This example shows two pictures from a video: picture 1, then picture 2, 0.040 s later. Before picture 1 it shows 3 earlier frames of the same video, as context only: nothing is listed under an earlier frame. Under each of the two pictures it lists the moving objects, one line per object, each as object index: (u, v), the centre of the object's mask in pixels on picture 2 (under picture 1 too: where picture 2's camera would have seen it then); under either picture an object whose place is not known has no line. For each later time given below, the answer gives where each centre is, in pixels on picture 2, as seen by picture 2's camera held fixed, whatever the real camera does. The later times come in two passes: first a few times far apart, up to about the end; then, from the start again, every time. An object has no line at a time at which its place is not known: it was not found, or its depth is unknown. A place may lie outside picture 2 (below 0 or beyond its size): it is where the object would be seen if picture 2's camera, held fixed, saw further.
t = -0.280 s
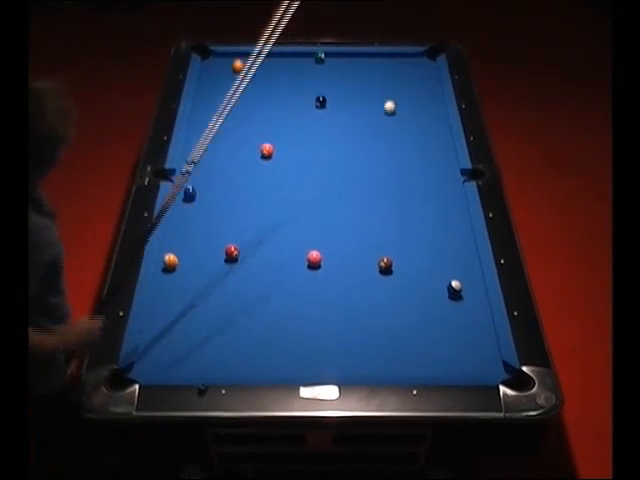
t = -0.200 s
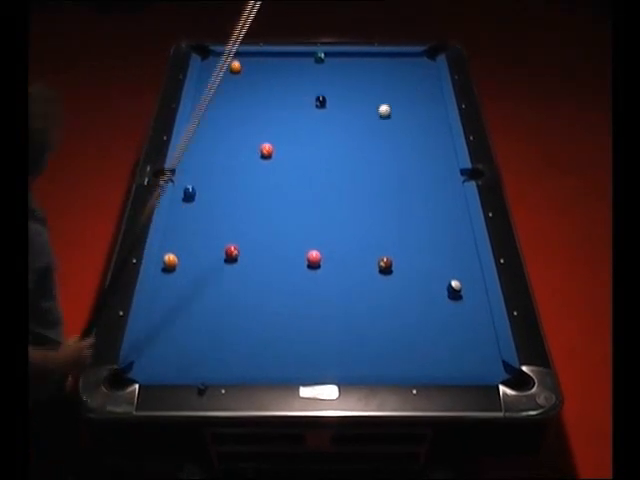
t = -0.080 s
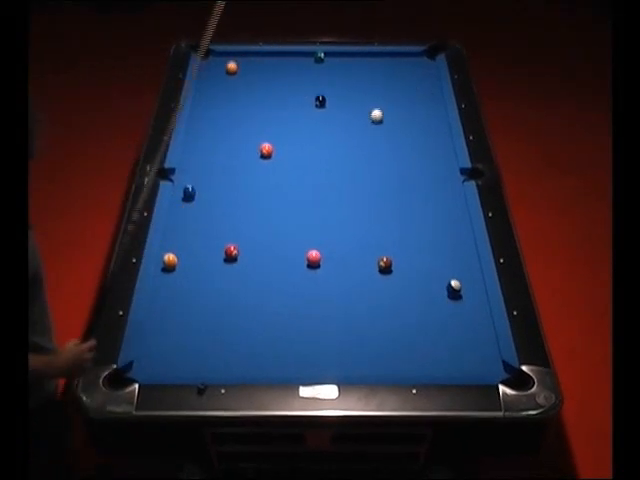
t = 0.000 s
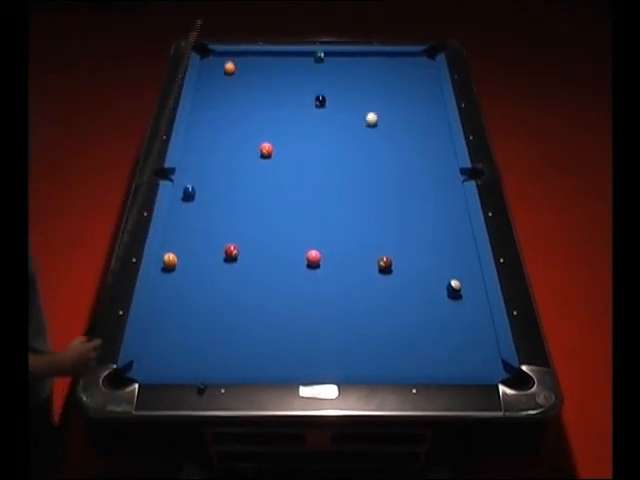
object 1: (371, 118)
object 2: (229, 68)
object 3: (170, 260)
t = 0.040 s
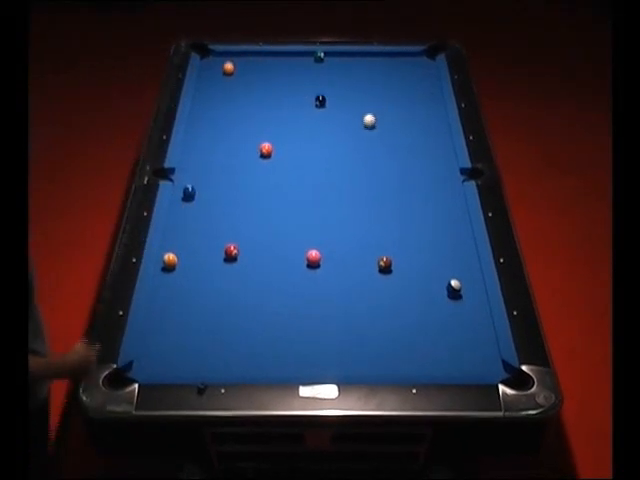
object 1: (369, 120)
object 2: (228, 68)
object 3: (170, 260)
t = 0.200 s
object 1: (359, 127)
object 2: (224, 69)
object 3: (170, 260)
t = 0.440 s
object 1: (344, 138)
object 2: (219, 71)
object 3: (169, 260)
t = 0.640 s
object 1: (331, 146)
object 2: (215, 72)
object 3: (170, 260)
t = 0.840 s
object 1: (319, 155)
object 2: (211, 73)
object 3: (170, 260)
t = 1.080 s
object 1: (305, 165)
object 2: (208, 74)
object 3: (170, 260)
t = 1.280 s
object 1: (292, 174)
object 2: (206, 75)
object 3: (170, 260)
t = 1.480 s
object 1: (280, 182)
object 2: (204, 75)
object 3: (170, 260)
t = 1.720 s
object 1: (265, 192)
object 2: (203, 75)
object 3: (170, 260)
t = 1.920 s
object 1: (253, 200)
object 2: (202, 76)
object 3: (170, 260)
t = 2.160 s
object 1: (240, 210)
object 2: (202, 76)
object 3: (170, 260)
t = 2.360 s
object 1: (228, 218)
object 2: (202, 76)
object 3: (170, 260)
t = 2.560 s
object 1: (217, 225)
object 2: (202, 76)
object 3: (170, 260)
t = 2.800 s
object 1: (204, 234)
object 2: (202, 76)
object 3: (170, 260)
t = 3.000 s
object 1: (193, 241)
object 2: (202, 76)
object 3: (170, 260)
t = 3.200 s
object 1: (184, 247)
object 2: (202, 76)
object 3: (170, 259)
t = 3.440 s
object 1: (175, 251)
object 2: (202, 76)
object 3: (167, 262)
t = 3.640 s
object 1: (171, 253)
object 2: (202, 76)
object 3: (163, 266)
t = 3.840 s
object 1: (167, 254)
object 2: (198, 76)
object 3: (160, 270)
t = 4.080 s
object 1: (165, 254)
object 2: (200, 76)
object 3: (162, 273)
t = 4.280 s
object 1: (164, 254)
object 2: (200, 75)
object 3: (163, 275)
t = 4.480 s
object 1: (164, 254)
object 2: (201, 76)
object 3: (163, 277)
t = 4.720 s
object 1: (165, 254)
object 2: (201, 76)
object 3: (164, 279)
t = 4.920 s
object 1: (165, 254)
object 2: (201, 76)
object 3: (165, 280)
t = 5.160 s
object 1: (165, 254)
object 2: (201, 76)
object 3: (165, 280)
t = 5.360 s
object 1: (165, 254)
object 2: (201, 76)
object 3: (165, 280)
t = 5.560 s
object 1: (165, 254)
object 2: (202, 76)
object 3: (165, 280)
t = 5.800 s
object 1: (165, 254)
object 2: (202, 76)
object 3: (165, 280)
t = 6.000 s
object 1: (165, 254)
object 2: (202, 76)
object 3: (165, 280)
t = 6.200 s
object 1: (165, 254)
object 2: (202, 76)
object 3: (165, 280)
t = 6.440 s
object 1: (165, 254)
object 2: (202, 76)
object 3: (165, 279)
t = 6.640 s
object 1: (165, 254)
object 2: (202, 76)
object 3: (165, 279)
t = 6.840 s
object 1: (165, 254)
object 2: (203, 76)
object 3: (165, 279)
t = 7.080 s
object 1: (165, 254)
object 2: (202, 76)
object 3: (165, 279)
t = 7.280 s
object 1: (165, 254)
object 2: (202, 76)
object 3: (165, 279)
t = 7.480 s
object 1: (165, 254)
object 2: (202, 76)
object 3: (165, 279)
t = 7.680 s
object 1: (165, 254)
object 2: (202, 76)
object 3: (165, 279)
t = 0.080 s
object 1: (366, 122)
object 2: (227, 68)
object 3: (170, 260)
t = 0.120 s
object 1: (363, 124)
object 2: (226, 68)
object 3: (170, 260)
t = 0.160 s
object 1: (361, 125)
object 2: (225, 69)
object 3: (170, 260)
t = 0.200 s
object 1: (359, 127)
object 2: (224, 69)
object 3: (170, 260)
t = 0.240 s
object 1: (356, 129)
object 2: (223, 70)
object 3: (170, 260)
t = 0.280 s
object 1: (354, 131)
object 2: (222, 70)
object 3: (170, 260)
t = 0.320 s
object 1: (351, 133)
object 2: (221, 70)
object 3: (170, 260)
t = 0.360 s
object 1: (349, 134)
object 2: (221, 70)
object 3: (170, 260)
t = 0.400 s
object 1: (346, 136)
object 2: (220, 71)
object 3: (170, 260)
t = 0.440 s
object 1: (344, 138)
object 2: (219, 71)
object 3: (169, 260)
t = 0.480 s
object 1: (341, 139)
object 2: (218, 71)
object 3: (169, 260)
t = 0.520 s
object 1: (339, 141)
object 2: (217, 71)
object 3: (169, 260)
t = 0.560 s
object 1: (336, 143)
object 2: (217, 72)
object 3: (169, 260)
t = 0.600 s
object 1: (334, 144)
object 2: (216, 72)
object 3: (170, 260)
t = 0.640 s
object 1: (331, 146)
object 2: (215, 72)
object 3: (170, 260)
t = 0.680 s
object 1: (329, 148)
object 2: (214, 72)
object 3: (170, 260)
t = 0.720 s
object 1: (326, 150)
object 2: (214, 72)
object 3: (169, 260)
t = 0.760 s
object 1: (324, 152)
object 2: (213, 73)
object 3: (170, 260)
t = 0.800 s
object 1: (321, 153)
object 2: (212, 73)
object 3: (170, 260)
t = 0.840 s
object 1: (319, 155)
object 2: (211, 73)
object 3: (170, 260)
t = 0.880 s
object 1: (316, 157)
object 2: (211, 73)
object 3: (170, 260)
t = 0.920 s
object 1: (314, 158)
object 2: (210, 73)
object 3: (170, 260)
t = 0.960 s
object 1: (311, 160)
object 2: (209, 73)
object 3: (170, 260)
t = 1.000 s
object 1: (309, 162)
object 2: (209, 73)
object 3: (170, 260)
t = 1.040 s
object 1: (307, 163)
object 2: (208, 73)
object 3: (169, 260)
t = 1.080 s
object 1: (305, 165)
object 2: (208, 74)
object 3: (170, 260)
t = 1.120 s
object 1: (302, 167)
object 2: (208, 74)
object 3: (170, 260)
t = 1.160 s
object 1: (300, 169)
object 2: (207, 74)
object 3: (170, 260)
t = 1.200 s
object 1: (297, 170)
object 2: (207, 74)
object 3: (170, 260)
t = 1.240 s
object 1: (295, 172)
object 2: (206, 74)
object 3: (170, 260)
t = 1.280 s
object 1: (292, 174)
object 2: (206, 75)
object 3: (170, 260)
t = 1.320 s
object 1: (290, 175)
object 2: (206, 75)
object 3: (170, 260)
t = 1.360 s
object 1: (288, 177)
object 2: (205, 75)
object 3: (170, 260)
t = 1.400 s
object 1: (285, 179)
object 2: (205, 75)
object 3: (170, 260)
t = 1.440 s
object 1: (282, 181)
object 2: (204, 75)
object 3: (170, 260)
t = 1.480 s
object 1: (280, 182)
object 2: (204, 75)
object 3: (170, 260)
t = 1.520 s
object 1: (278, 184)
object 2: (204, 75)
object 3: (170, 260)
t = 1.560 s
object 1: (275, 186)
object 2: (204, 75)
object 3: (170, 260)
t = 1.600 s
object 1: (273, 187)
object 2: (203, 75)
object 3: (170, 260)
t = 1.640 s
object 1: (270, 189)
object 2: (203, 76)
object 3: (170, 260)
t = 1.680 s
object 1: (268, 190)
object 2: (203, 76)
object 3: (170, 260)
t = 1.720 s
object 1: (265, 192)
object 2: (203, 75)
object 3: (170, 260)
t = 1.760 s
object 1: (263, 194)
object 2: (202, 76)
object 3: (170, 260)
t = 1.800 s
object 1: (261, 195)
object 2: (202, 76)
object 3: (170, 260)
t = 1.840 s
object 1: (258, 197)
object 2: (202, 76)
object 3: (170, 260)
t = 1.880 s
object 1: (256, 198)
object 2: (202, 76)
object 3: (170, 260)
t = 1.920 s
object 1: (253, 200)
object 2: (202, 76)
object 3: (170, 260)
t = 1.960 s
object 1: (251, 202)
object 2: (202, 76)
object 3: (170, 260)
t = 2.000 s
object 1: (249, 203)
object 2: (202, 76)
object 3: (170, 260)
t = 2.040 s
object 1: (247, 205)
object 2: (202, 76)
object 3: (170, 260)
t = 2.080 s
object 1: (244, 207)
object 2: (202, 76)
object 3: (170, 260)
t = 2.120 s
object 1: (242, 208)
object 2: (202, 75)
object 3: (170, 260)
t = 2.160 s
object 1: (240, 210)
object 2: (202, 76)
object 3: (170, 260)
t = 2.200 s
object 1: (237, 211)
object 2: (202, 76)
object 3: (170, 260)
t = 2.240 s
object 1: (235, 213)
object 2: (202, 76)
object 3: (170, 260)
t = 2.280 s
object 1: (233, 215)
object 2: (202, 76)
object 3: (170, 260)
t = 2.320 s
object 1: (230, 216)
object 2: (202, 76)
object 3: (170, 260)
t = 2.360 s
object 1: (228, 218)
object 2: (202, 76)
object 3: (170, 260)
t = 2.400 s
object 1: (226, 219)
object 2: (202, 75)
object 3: (170, 260)
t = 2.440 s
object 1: (224, 221)
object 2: (202, 76)
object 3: (170, 260)
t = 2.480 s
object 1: (221, 222)
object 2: (202, 76)
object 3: (170, 260)
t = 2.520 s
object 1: (219, 223)
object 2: (202, 76)
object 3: (170, 260)
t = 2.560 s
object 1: (217, 225)
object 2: (202, 76)
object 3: (170, 260)
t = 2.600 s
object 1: (215, 226)
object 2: (202, 76)
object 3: (170, 260)
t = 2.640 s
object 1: (213, 228)
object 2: (202, 76)
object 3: (170, 260)
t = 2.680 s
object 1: (211, 230)
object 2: (202, 76)
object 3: (170, 260)
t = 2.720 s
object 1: (208, 231)
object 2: (202, 76)
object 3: (170, 260)
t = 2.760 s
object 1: (206, 232)
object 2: (202, 76)
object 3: (170, 260)
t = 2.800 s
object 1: (204, 234)
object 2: (202, 76)
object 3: (170, 260)
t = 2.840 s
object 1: (202, 235)
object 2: (202, 76)
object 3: (170, 260)
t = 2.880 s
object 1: (200, 237)
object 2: (202, 76)
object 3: (170, 260)
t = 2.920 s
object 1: (198, 238)
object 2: (202, 76)
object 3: (170, 260)
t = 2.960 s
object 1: (196, 239)
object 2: (202, 76)
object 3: (170, 260)
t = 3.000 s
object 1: (193, 241)
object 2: (202, 76)
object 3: (170, 260)
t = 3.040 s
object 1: (191, 242)
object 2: (202, 76)
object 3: (170, 260)
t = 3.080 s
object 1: (189, 244)
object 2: (202, 76)
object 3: (170, 260)
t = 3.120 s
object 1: (187, 245)
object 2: (202, 76)
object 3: (170, 260)
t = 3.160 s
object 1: (185, 246)
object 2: (202, 76)
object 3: (170, 259)
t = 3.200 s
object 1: (184, 247)
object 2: (202, 76)
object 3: (170, 259)
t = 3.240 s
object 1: (182, 248)
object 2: (202, 76)
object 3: (170, 259)
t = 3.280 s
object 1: (180, 249)
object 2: (202, 76)
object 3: (170, 259)
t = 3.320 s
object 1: (178, 250)
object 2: (202, 76)
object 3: (170, 259)
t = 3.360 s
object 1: (177, 250)
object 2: (202, 76)
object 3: (169, 260)
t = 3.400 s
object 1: (176, 251)
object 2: (202, 76)
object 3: (168, 261)
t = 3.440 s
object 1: (175, 251)
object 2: (202, 76)
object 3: (167, 262)
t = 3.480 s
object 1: (175, 252)
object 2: (202, 76)
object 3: (166, 263)
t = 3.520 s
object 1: (174, 252)
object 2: (202, 76)
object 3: (166, 264)
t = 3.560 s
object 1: (173, 252)
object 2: (202, 76)
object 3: (165, 265)
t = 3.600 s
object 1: (172, 253)
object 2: (202, 76)
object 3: (164, 266)
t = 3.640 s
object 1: (171, 253)
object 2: (202, 76)
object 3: (163, 266)
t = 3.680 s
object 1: (170, 253)
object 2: (201, 76)
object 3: (162, 267)
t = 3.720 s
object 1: (169, 253)
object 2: (201, 76)
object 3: (161, 268)
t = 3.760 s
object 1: (168, 253)
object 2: (200, 76)
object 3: (160, 269)
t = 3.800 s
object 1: (168, 254)
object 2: (199, 76)
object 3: (160, 269)
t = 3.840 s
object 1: (167, 254)
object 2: (198, 76)
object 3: (160, 270)
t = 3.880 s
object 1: (166, 254)
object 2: (199, 76)
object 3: (161, 271)
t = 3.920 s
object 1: (166, 254)
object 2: (199, 76)
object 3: (161, 272)
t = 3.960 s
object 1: (166, 254)
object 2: (199, 76)
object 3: (161, 272)
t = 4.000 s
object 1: (166, 254)
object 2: (200, 76)
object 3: (162, 272)
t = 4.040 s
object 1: (165, 254)
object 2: (200, 75)
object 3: (162, 273)
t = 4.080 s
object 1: (165, 254)
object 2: (200, 76)
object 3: (162, 273)
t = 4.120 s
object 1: (165, 254)
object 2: (200, 75)
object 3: (162, 274)
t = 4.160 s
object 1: (164, 254)
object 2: (200, 76)
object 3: (162, 274)
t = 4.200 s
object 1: (164, 254)
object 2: (200, 75)
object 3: (162, 274)
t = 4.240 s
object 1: (164, 254)
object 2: (200, 75)
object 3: (162, 275)
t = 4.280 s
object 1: (164, 254)
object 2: (200, 75)
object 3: (163, 275)
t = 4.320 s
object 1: (164, 254)
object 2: (201, 75)
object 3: (163, 276)
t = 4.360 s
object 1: (164, 254)
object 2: (201, 76)
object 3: (163, 276)
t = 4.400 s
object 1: (164, 254)
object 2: (201, 76)
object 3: (163, 277)
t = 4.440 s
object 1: (164, 254)
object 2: (201, 76)
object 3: (163, 277)
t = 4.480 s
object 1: (164, 254)
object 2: (201, 76)
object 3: (163, 277)
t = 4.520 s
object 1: (164, 254)
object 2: (201, 76)
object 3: (163, 278)
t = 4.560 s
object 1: (164, 254)
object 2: (201, 76)
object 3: (163, 279)
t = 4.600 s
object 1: (165, 254)
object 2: (201, 76)
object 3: (163, 279)
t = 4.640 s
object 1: (165, 254)
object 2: (201, 76)
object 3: (164, 279)
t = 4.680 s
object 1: (165, 254)
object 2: (201, 76)
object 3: (164, 279)
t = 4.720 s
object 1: (165, 254)
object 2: (201, 76)
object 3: (164, 279)
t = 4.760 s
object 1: (165, 254)
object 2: (201, 76)
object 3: (164, 279)
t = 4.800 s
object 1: (165, 254)
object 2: (201, 76)
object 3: (164, 280)
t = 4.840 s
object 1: (165, 254)
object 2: (201, 76)
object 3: (165, 280)
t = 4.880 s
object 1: (165, 254)
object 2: (201, 76)
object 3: (165, 280)
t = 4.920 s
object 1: (165, 254)
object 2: (201, 76)
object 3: (165, 280)
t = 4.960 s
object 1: (165, 254)
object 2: (201, 76)
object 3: (165, 280)
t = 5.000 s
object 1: (165, 254)
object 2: (201, 76)
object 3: (165, 280)
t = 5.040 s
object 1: (165, 254)
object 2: (201, 76)
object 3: (165, 280)
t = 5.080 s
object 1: (165, 254)
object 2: (201, 76)
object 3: (165, 280)
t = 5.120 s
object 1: (165, 254)
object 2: (201, 76)
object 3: (165, 280)
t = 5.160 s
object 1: (165, 254)
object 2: (201, 76)
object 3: (165, 280)
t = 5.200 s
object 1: (165, 254)
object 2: (201, 76)
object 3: (165, 280)
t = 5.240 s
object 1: (165, 254)
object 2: (201, 76)
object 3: (165, 280)
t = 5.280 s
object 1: (165, 254)
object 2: (201, 76)
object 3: (165, 280)
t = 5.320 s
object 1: (165, 254)
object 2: (201, 76)
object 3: (165, 280)
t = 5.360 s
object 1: (165, 254)
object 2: (201, 76)
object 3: (165, 280)
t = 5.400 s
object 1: (165, 254)
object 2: (201, 76)
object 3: (165, 280)
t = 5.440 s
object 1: (165, 254)
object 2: (201, 76)
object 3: (165, 280)
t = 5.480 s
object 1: (165, 254)
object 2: (202, 76)
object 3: (165, 280)
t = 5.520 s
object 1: (165, 254)
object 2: (202, 76)
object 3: (165, 280)
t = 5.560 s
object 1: (165, 254)
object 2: (202, 76)
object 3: (165, 280)
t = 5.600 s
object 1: (165, 254)
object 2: (202, 76)
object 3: (165, 280)
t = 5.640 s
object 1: (165, 254)
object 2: (202, 76)
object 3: (165, 280)
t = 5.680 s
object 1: (165, 254)
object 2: (202, 76)
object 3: (165, 280)
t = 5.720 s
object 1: (165, 254)
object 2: (202, 76)
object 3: (165, 280)
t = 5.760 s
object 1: (165, 254)
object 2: (202, 76)
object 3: (165, 280)
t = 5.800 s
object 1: (165, 254)
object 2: (202, 76)
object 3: (165, 280)
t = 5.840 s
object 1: (165, 254)
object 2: (202, 76)
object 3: (165, 280)
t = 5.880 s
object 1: (165, 254)
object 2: (202, 76)
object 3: (165, 280)
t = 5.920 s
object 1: (165, 254)
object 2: (202, 76)
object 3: (165, 280)
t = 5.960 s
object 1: (165, 254)
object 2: (202, 76)
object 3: (165, 280)
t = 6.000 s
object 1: (165, 254)
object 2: (202, 76)
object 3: (165, 280)
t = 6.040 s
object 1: (165, 254)
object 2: (202, 76)
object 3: (165, 280)
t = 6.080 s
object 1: (165, 254)
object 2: (202, 76)
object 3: (165, 280)
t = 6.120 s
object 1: (165, 254)
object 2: (202, 76)
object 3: (165, 280)
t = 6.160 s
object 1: (165, 254)
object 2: (202, 76)
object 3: (165, 280)
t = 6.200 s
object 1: (165, 254)
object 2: (202, 76)
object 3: (165, 280)
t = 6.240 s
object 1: (165, 254)
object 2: (202, 76)
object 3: (165, 280)
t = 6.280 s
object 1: (165, 254)
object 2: (202, 76)
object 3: (165, 280)
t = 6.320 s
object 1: (165, 254)
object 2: (202, 76)
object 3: (165, 280)
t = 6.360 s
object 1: (165, 254)
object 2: (203, 76)
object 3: (165, 280)
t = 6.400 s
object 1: (165, 254)
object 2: (202, 76)
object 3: (165, 279)
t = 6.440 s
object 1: (165, 254)
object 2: (202, 76)
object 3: (165, 279)
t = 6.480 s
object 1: (165, 254)
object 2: (202, 76)
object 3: (165, 279)
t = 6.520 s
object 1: (165, 254)
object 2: (202, 76)
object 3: (165, 279)
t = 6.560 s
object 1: (165, 254)
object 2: (203, 76)
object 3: (165, 279)
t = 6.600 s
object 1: (165, 254)
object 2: (202, 76)
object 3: (165, 279)
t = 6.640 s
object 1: (165, 254)
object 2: (202, 76)
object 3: (165, 279)
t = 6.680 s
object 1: (165, 254)
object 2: (203, 76)
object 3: (165, 279)
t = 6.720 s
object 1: (165, 254)
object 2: (202, 76)
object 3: (165, 279)
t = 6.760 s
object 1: (165, 254)
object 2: (202, 76)
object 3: (165, 279)
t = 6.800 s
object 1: (165, 254)
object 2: (202, 76)
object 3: (165, 279)
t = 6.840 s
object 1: (165, 254)
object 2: (203, 76)
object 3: (165, 279)
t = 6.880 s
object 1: (165, 254)
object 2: (202, 76)
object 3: (165, 279)
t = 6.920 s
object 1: (165, 254)
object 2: (202, 76)
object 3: (165, 279)
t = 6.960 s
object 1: (165, 254)
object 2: (202, 76)
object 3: (165, 279)
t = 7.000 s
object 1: (165, 254)
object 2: (202, 76)
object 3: (165, 279)
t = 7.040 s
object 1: (165, 254)
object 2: (202, 76)
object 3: (165, 279)
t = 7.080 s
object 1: (165, 254)
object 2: (202, 76)
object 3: (165, 279)
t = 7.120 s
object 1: (165, 254)
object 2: (202, 76)
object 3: (165, 279)
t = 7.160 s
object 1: (165, 254)
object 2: (202, 76)
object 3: (165, 279)
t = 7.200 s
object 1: (165, 254)
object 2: (202, 76)
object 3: (165, 279)
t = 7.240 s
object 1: (165, 254)
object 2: (202, 76)
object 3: (165, 279)
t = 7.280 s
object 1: (165, 254)
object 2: (202, 76)
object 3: (165, 279)
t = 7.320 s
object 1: (165, 254)
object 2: (202, 76)
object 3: (165, 279)
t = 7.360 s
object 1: (165, 254)
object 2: (202, 76)
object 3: (165, 279)
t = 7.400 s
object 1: (165, 254)
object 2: (202, 76)
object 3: (165, 279)
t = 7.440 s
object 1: (165, 254)
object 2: (202, 76)
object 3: (165, 279)
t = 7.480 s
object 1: (165, 254)
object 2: (202, 76)
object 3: (165, 279)
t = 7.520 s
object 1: (165, 254)
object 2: (202, 76)
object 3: (165, 279)
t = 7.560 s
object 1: (165, 254)
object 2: (202, 76)
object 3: (165, 279)
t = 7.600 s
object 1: (165, 254)
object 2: (202, 76)
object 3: (165, 279)
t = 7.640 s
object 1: (165, 254)
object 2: (203, 76)
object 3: (165, 279)
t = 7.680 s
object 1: (165, 254)
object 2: (202, 76)
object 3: (165, 279)
